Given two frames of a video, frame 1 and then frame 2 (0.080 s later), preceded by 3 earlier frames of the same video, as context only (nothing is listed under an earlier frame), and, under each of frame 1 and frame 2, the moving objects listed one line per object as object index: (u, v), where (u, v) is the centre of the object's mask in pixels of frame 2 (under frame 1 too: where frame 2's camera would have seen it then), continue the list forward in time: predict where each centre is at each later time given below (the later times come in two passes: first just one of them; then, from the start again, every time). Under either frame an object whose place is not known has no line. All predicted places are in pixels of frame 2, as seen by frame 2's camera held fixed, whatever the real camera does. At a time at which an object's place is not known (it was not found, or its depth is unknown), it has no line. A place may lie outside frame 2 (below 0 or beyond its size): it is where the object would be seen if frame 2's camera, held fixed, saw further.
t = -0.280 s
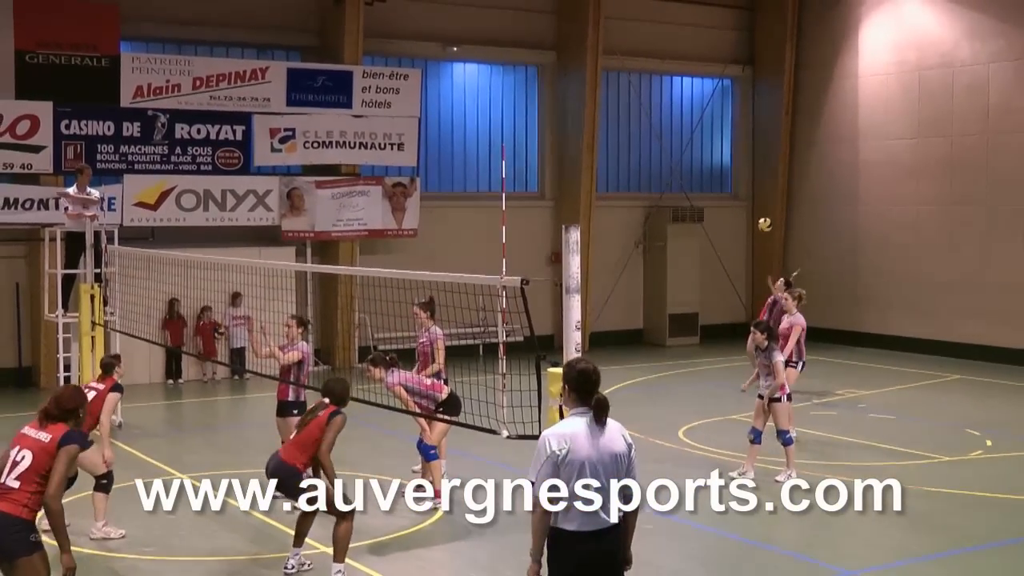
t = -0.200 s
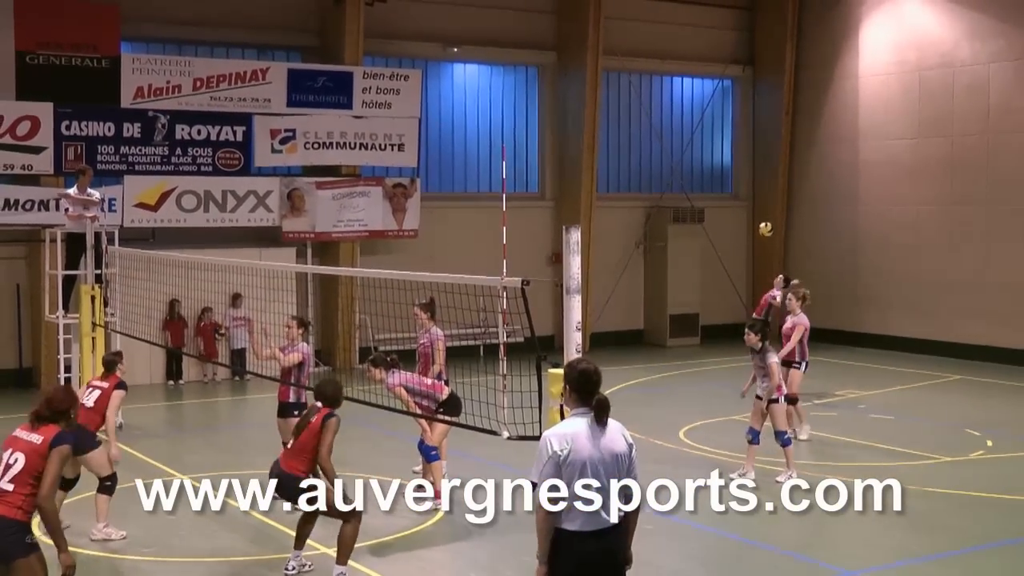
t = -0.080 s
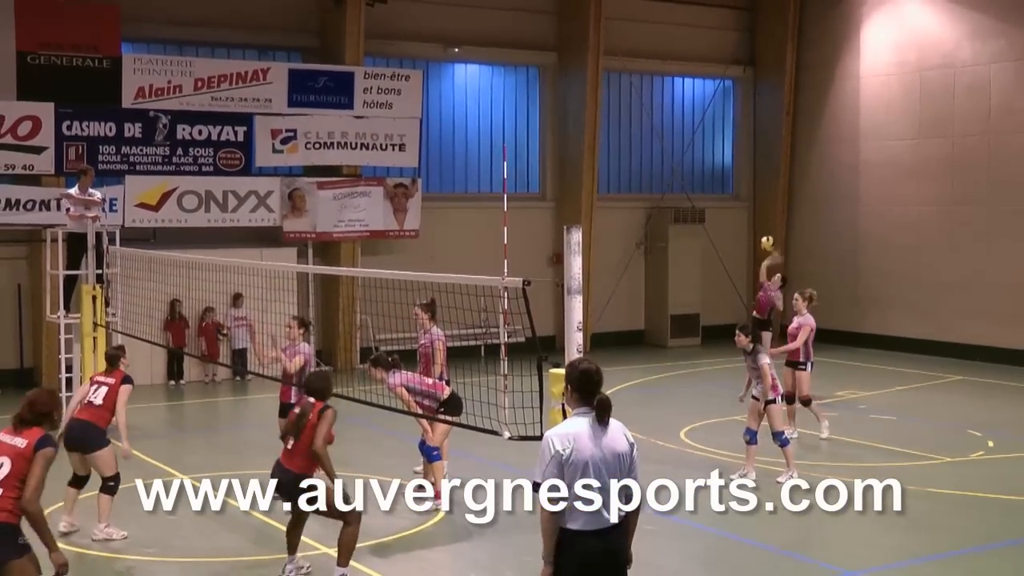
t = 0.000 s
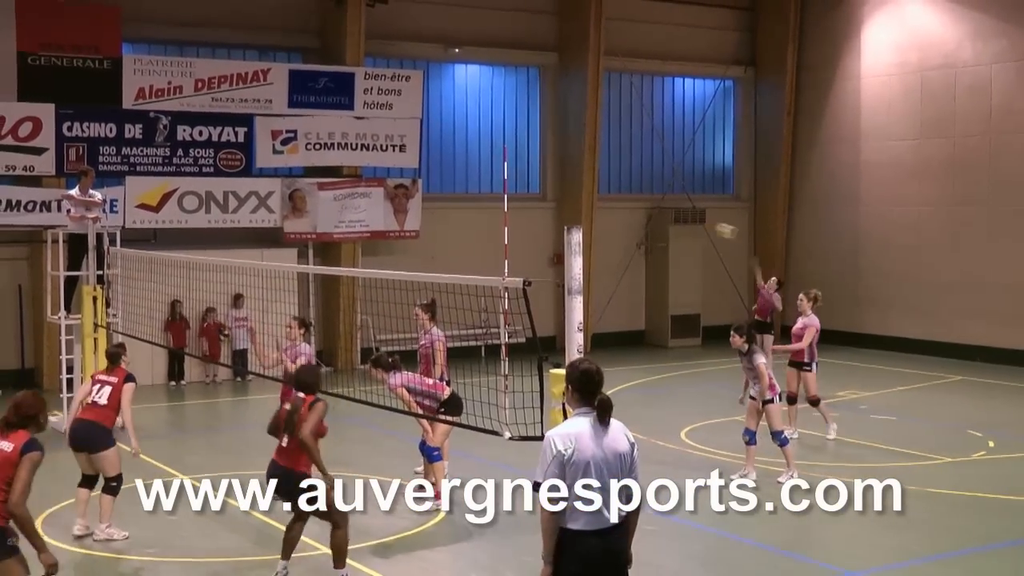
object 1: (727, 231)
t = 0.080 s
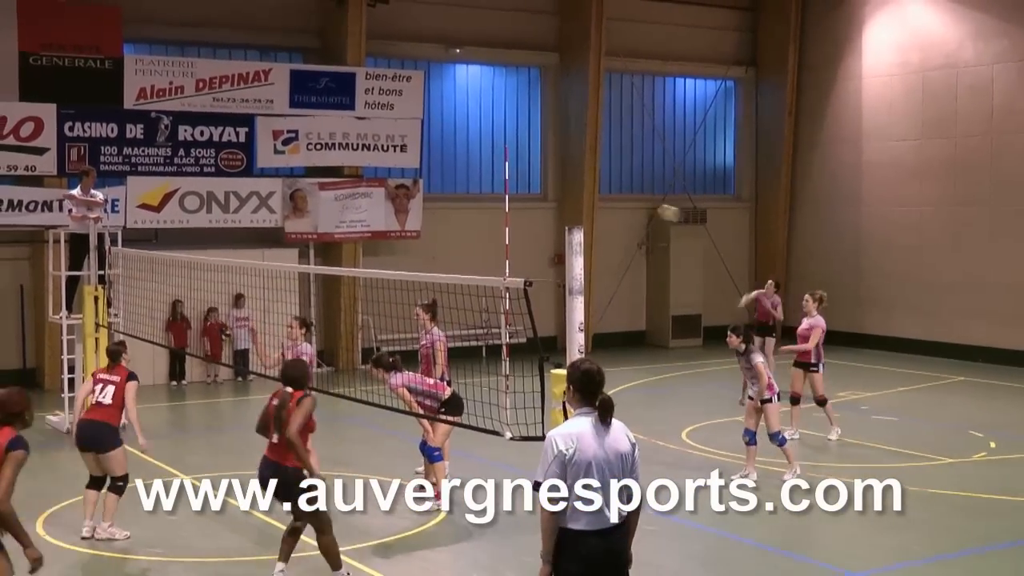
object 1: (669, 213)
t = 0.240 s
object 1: (544, 186)
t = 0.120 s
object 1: (639, 205)
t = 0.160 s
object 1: (607, 197)
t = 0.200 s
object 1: (575, 191)
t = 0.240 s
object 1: (544, 186)
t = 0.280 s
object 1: (504, 178)
